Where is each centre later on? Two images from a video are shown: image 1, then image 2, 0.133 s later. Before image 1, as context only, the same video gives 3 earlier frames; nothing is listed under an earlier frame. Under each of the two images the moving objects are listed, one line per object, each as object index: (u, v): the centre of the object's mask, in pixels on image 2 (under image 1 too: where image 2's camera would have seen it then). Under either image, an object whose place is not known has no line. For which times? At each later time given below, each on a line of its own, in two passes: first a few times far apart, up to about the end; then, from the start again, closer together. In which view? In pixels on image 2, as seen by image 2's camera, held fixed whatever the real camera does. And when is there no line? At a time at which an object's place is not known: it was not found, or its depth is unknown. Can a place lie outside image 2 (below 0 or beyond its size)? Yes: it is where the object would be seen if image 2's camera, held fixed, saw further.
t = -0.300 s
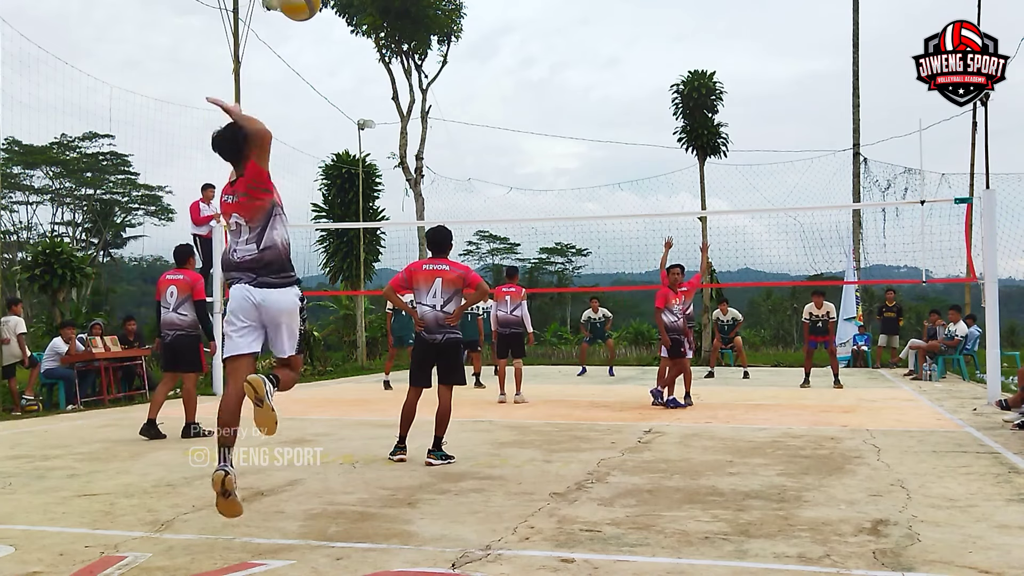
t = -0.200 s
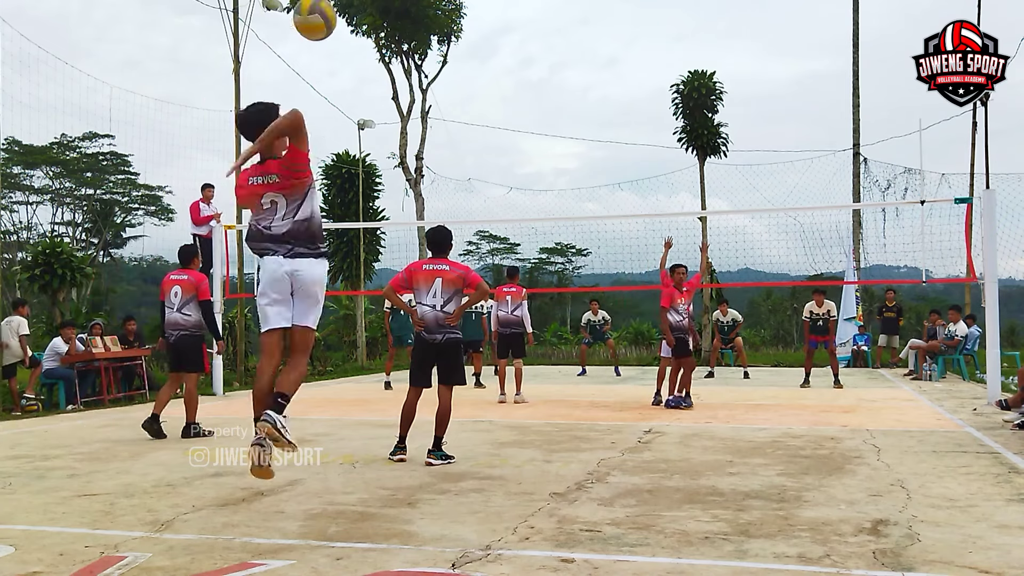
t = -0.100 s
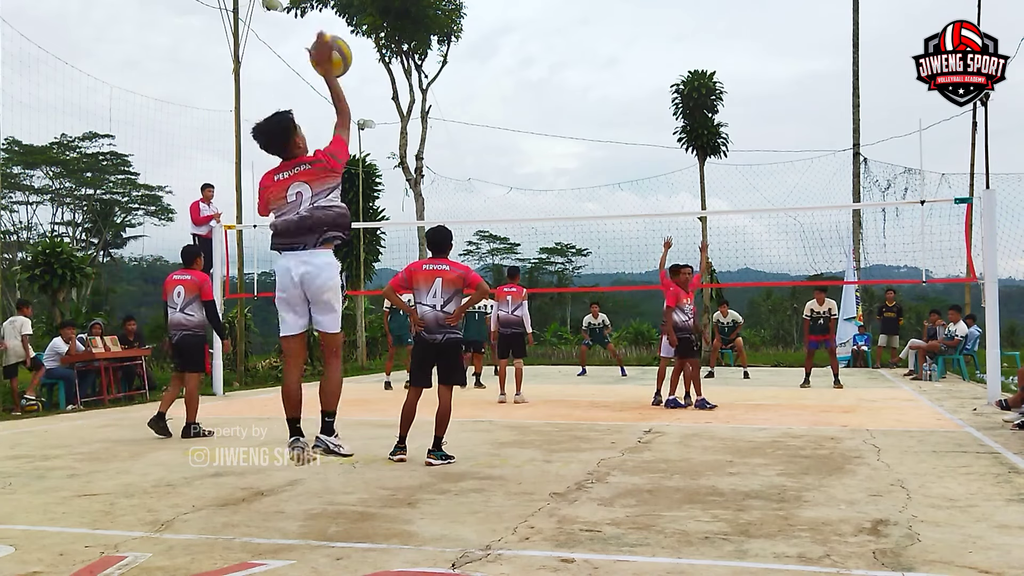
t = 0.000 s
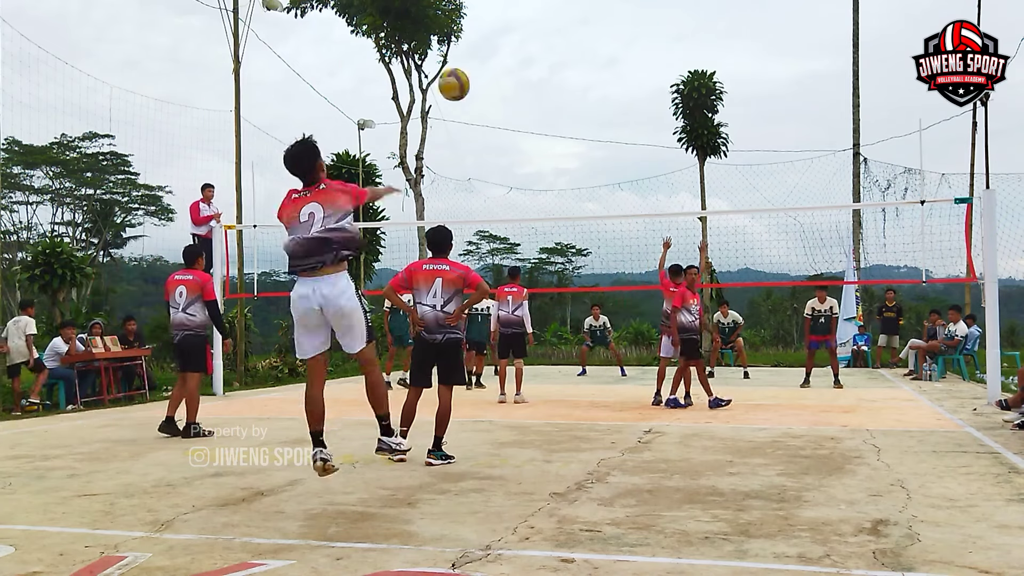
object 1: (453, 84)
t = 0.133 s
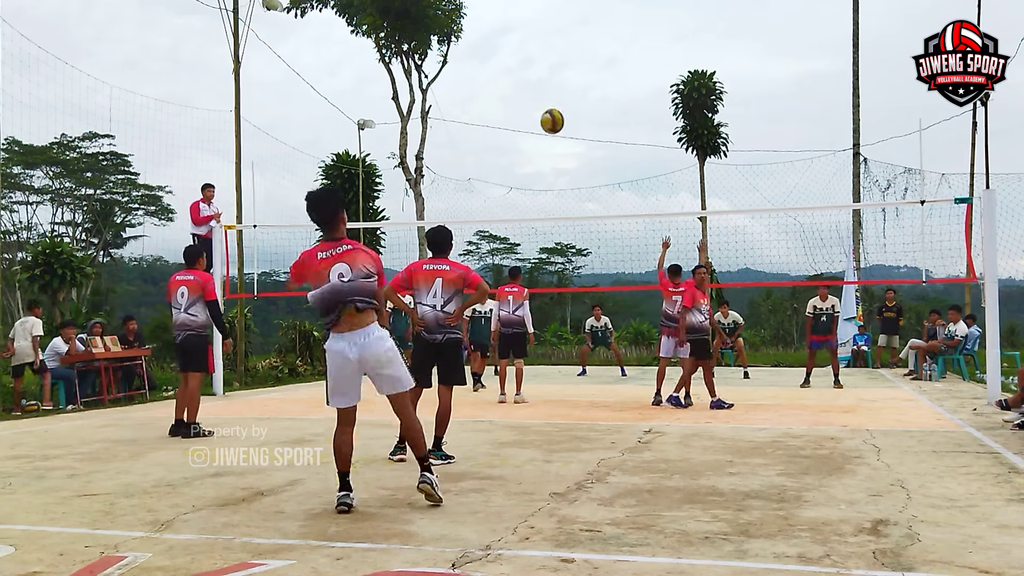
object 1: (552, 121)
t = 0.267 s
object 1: (615, 160)
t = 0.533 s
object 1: (676, 218)
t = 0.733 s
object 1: (695, 251)
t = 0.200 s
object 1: (587, 140)
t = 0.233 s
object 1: (601, 150)
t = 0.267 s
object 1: (615, 160)
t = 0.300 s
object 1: (626, 169)
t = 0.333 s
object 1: (637, 179)
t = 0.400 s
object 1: (656, 199)
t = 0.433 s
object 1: (664, 209)
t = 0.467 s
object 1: (668, 211)
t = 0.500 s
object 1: (672, 213)
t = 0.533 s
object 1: (676, 218)
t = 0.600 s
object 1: (682, 226)
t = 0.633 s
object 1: (686, 231)
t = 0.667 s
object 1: (689, 237)
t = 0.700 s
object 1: (692, 244)
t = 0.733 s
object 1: (695, 251)
